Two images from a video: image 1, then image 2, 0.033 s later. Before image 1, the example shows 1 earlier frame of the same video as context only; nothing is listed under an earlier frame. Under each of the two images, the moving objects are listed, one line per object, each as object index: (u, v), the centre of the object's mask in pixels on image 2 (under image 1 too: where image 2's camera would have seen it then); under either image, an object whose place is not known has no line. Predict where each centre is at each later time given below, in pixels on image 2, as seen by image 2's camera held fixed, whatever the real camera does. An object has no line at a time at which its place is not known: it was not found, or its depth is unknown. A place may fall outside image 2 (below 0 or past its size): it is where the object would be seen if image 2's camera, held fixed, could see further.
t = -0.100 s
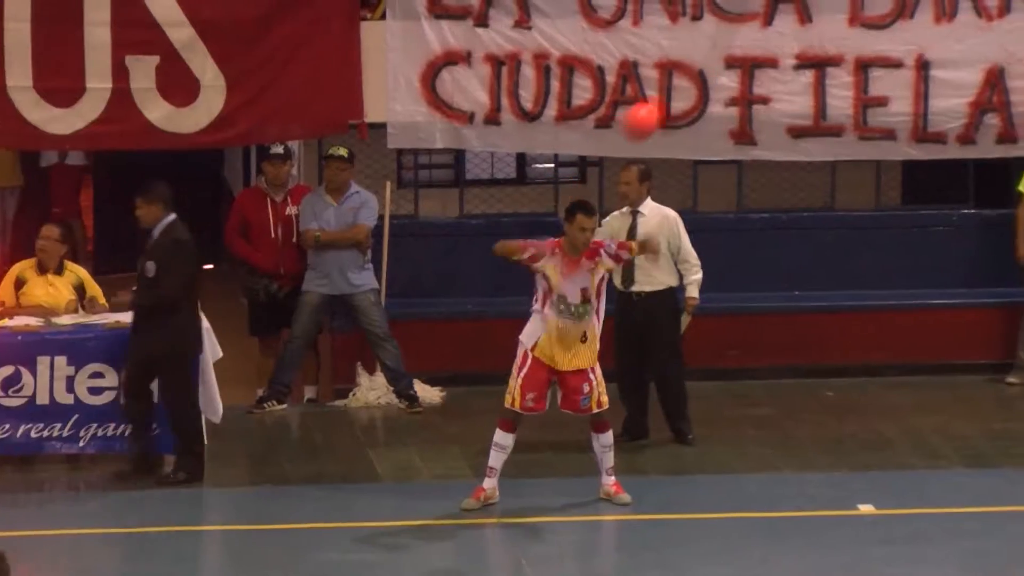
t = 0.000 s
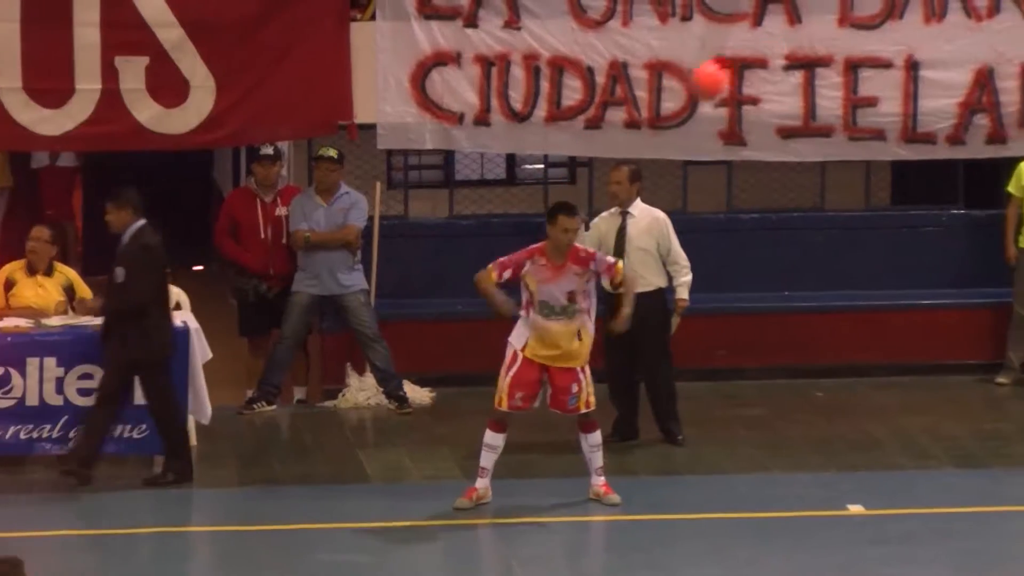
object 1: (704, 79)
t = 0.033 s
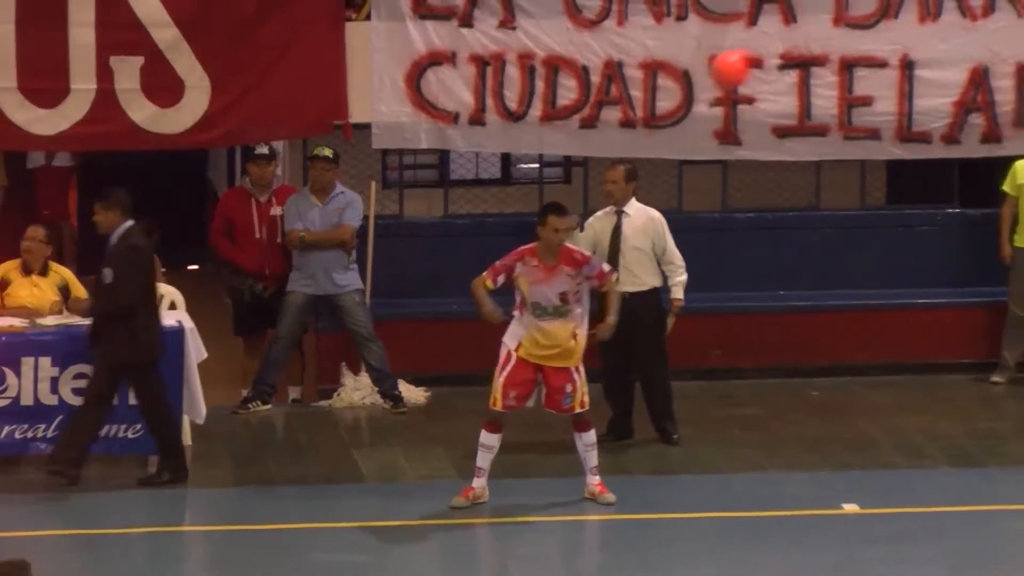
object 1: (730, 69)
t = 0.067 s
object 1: (758, 60)
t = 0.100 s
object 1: (785, 55)
